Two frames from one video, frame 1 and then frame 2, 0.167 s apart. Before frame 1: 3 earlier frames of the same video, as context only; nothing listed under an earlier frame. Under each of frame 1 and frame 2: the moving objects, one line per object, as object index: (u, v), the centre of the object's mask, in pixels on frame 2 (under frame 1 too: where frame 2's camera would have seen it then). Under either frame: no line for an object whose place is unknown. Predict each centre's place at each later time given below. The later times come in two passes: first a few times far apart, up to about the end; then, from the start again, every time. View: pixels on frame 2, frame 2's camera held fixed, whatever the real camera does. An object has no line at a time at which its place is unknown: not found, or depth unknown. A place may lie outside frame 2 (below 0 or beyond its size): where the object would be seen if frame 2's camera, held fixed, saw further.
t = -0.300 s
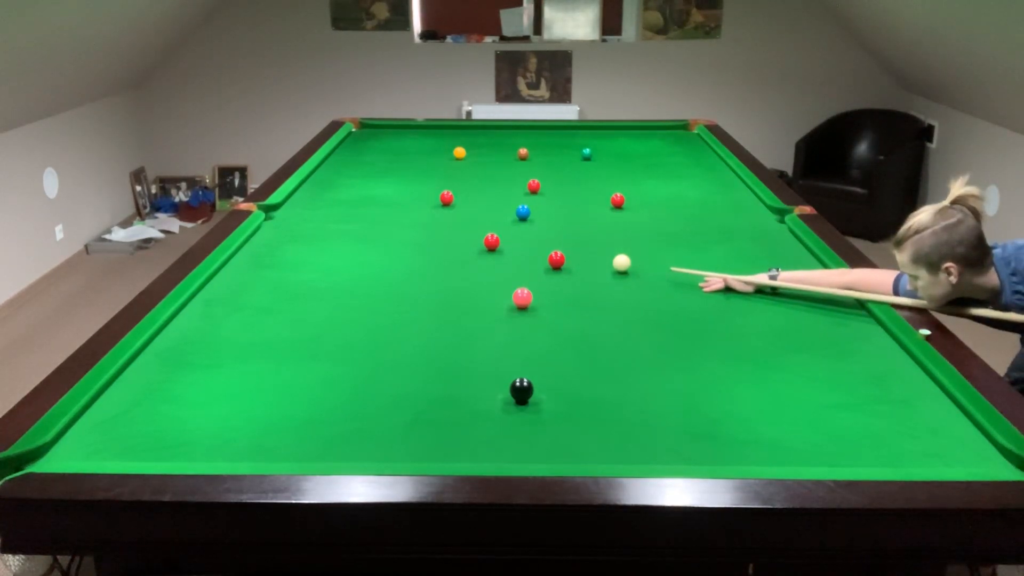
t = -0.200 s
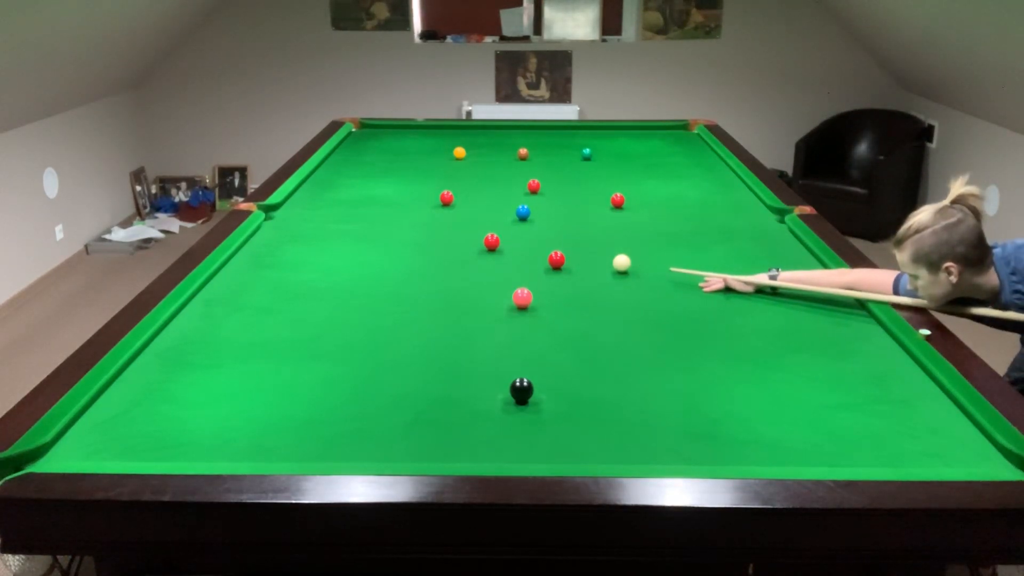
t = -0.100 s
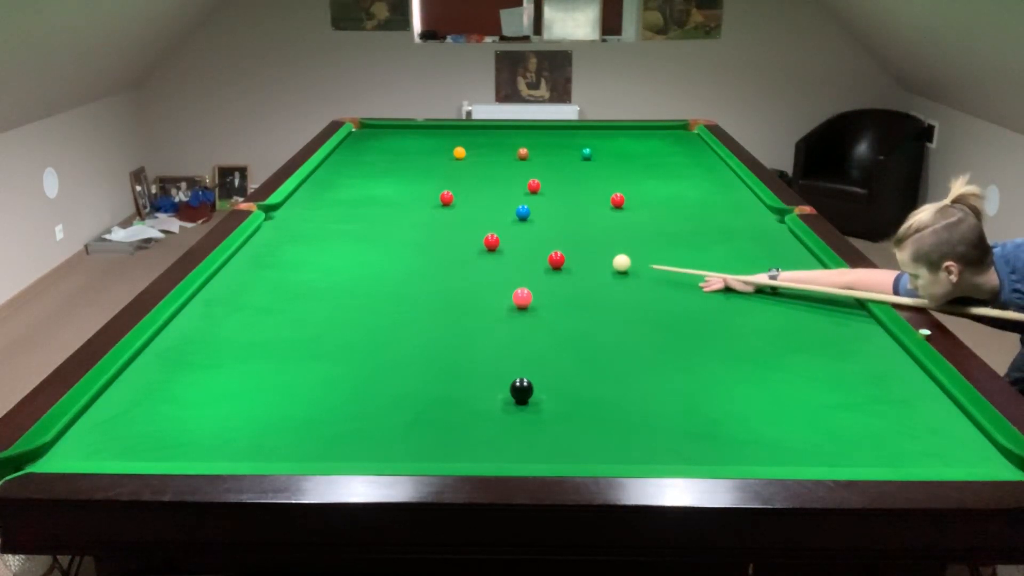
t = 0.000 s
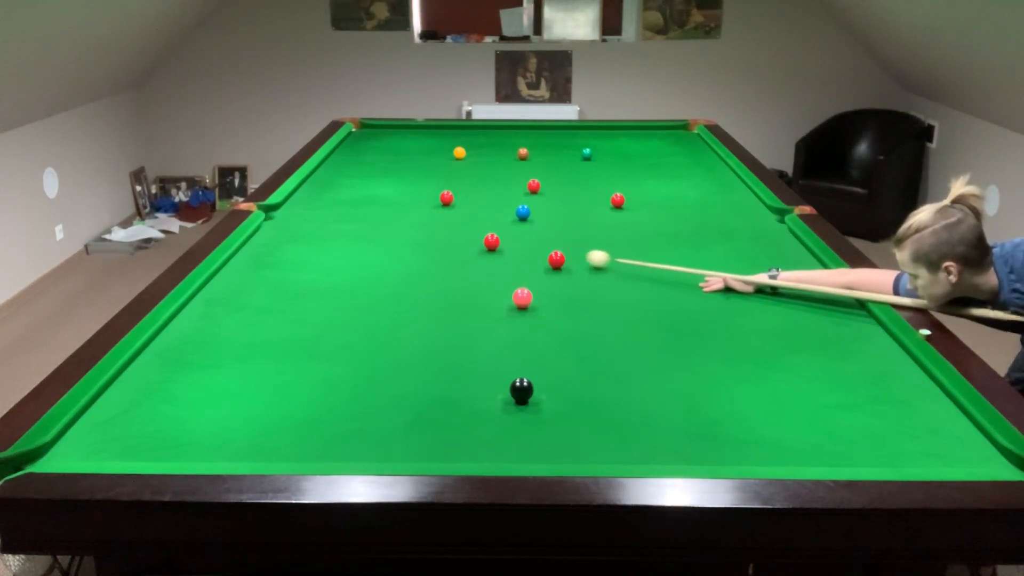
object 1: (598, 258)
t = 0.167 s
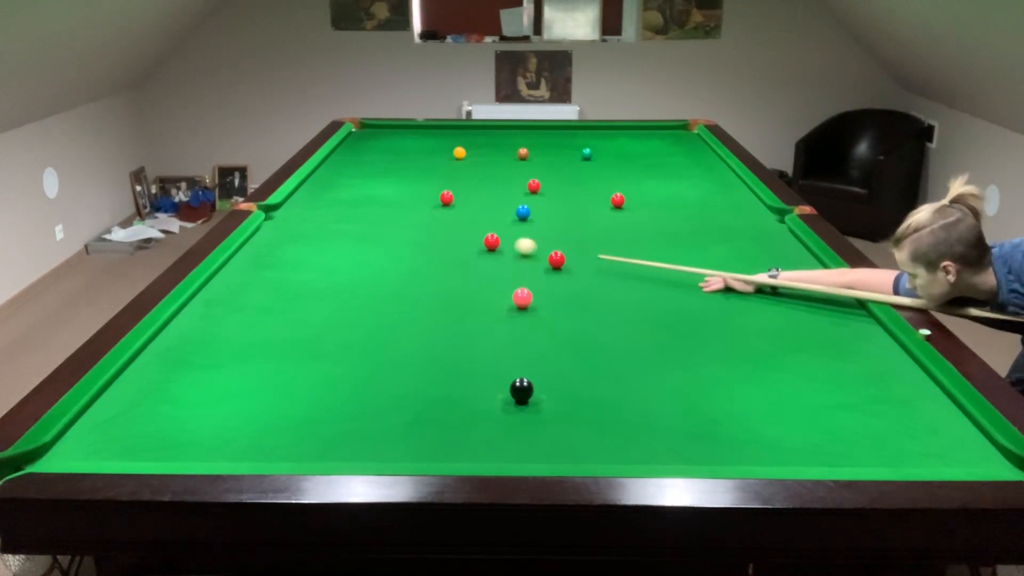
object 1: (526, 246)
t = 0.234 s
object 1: (507, 243)
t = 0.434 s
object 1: (497, 239)
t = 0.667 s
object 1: (480, 233)
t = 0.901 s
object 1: (464, 228)
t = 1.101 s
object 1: (452, 224)
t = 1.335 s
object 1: (439, 220)
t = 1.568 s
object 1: (427, 216)
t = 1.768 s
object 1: (418, 213)
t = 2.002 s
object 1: (408, 210)
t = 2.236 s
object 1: (399, 208)
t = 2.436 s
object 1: (393, 206)
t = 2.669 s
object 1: (386, 203)
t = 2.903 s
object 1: (380, 202)
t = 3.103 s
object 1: (376, 200)
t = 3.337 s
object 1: (371, 199)
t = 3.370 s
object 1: (371, 199)
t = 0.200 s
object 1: (513, 244)
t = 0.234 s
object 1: (507, 243)
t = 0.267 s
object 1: (507, 242)
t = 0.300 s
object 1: (506, 242)
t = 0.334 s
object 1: (504, 241)
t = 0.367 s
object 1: (502, 240)
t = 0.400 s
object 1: (499, 239)
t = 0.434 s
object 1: (497, 239)
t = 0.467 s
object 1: (494, 238)
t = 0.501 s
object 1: (492, 237)
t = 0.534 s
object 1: (489, 236)
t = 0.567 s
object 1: (487, 235)
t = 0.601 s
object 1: (484, 234)
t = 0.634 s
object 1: (482, 234)
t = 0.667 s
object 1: (480, 233)
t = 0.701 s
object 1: (477, 232)
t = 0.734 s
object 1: (475, 231)
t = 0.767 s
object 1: (473, 231)
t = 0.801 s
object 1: (471, 230)
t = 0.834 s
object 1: (468, 229)
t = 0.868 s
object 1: (466, 229)
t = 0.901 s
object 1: (464, 228)
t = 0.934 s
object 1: (462, 227)
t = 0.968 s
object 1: (460, 227)
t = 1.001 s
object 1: (458, 226)
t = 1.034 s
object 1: (456, 225)
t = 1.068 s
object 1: (454, 225)
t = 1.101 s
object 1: (452, 224)
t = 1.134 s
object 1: (450, 223)
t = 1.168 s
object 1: (448, 222)
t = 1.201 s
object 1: (446, 222)
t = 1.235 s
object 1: (444, 222)
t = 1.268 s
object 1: (442, 221)
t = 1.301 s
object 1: (440, 220)
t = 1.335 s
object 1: (439, 220)
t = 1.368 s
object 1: (437, 219)
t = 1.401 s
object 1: (435, 219)
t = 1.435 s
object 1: (433, 218)
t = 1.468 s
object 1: (432, 218)
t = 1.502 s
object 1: (430, 217)
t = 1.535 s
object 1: (428, 216)
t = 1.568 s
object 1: (427, 216)
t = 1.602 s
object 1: (425, 216)
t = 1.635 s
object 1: (424, 215)
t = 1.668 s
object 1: (422, 215)
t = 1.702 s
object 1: (421, 214)
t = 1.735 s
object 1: (419, 214)
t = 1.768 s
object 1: (418, 213)
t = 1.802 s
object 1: (416, 213)
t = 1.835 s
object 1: (415, 212)
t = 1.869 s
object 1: (414, 212)
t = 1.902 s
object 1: (412, 211)
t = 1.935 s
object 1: (411, 211)
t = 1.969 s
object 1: (409, 211)
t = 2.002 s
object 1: (408, 210)
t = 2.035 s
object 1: (407, 210)
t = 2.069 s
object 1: (406, 209)
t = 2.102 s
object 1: (404, 209)
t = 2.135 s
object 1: (403, 209)
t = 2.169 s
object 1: (402, 208)
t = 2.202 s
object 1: (401, 208)
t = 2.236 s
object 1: (399, 208)
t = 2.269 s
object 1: (398, 207)
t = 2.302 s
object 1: (397, 207)
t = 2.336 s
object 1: (396, 207)
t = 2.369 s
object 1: (395, 206)
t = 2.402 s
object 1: (394, 206)
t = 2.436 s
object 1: (393, 206)
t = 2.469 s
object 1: (392, 205)
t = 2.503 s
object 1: (391, 205)
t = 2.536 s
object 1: (390, 205)
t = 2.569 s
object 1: (389, 204)
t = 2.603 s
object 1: (388, 204)
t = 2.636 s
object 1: (387, 204)
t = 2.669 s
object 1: (386, 203)
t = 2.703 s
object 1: (385, 203)
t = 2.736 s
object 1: (384, 203)
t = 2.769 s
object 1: (383, 203)
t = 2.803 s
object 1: (382, 202)
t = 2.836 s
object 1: (381, 202)
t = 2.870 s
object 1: (381, 202)
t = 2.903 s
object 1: (380, 202)
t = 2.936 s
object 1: (379, 202)
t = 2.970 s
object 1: (378, 201)
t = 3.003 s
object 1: (378, 201)
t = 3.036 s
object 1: (377, 201)
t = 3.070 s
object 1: (376, 201)
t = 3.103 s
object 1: (376, 200)
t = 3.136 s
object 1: (375, 200)
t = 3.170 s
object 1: (374, 200)
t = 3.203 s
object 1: (373, 200)
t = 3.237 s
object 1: (373, 200)
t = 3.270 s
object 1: (372, 200)
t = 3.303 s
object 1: (372, 199)
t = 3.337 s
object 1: (371, 199)
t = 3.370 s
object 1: (371, 199)
